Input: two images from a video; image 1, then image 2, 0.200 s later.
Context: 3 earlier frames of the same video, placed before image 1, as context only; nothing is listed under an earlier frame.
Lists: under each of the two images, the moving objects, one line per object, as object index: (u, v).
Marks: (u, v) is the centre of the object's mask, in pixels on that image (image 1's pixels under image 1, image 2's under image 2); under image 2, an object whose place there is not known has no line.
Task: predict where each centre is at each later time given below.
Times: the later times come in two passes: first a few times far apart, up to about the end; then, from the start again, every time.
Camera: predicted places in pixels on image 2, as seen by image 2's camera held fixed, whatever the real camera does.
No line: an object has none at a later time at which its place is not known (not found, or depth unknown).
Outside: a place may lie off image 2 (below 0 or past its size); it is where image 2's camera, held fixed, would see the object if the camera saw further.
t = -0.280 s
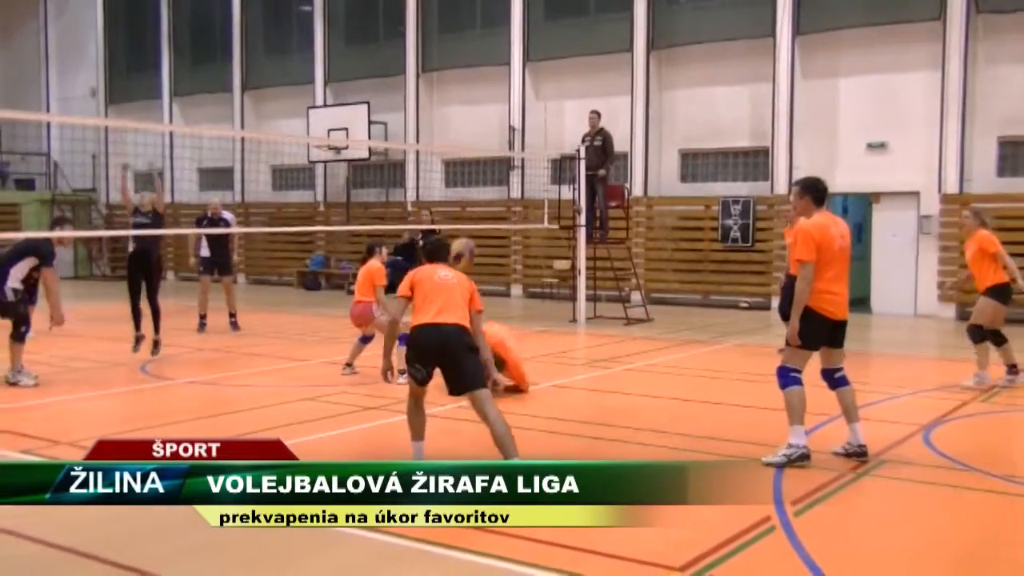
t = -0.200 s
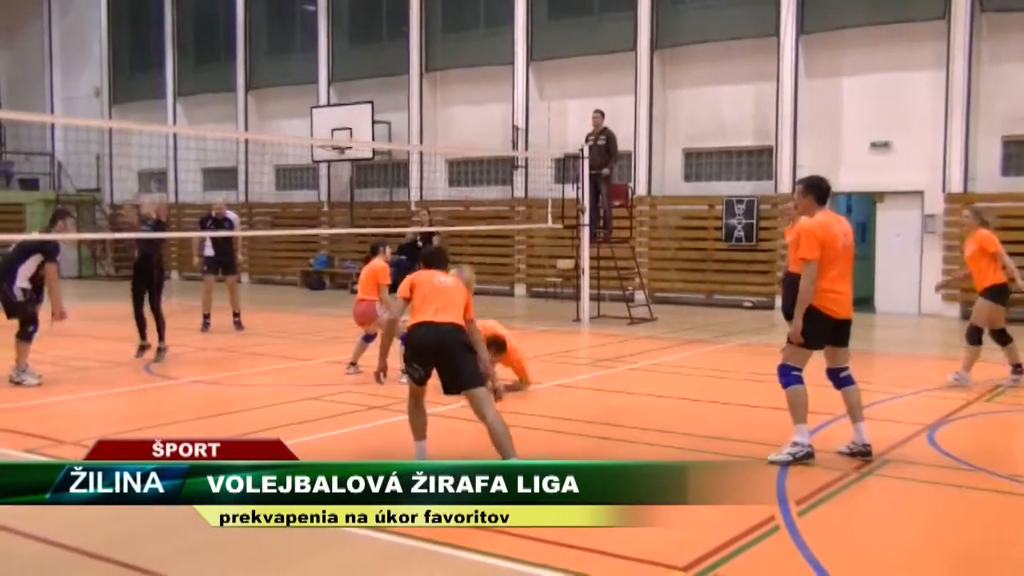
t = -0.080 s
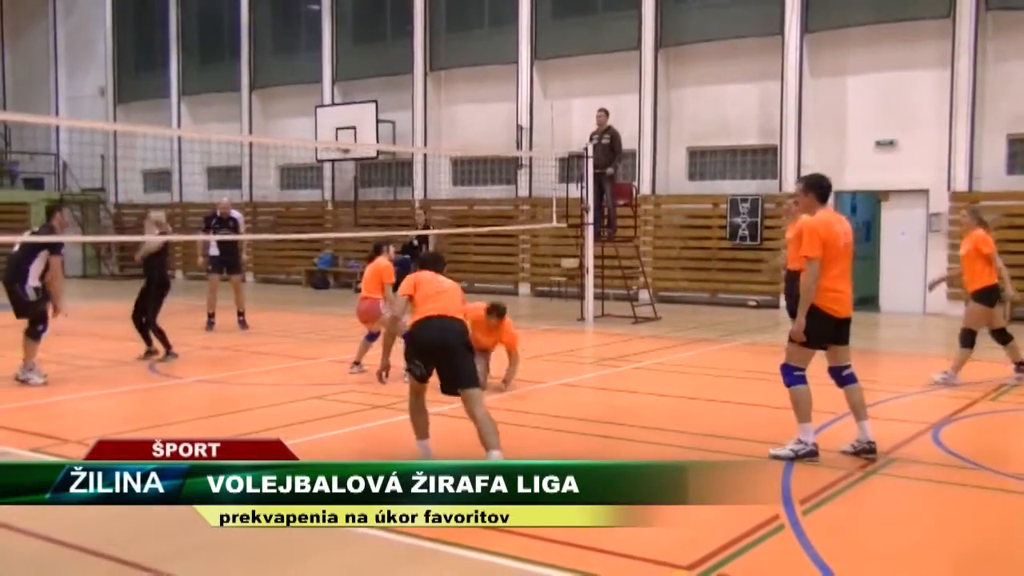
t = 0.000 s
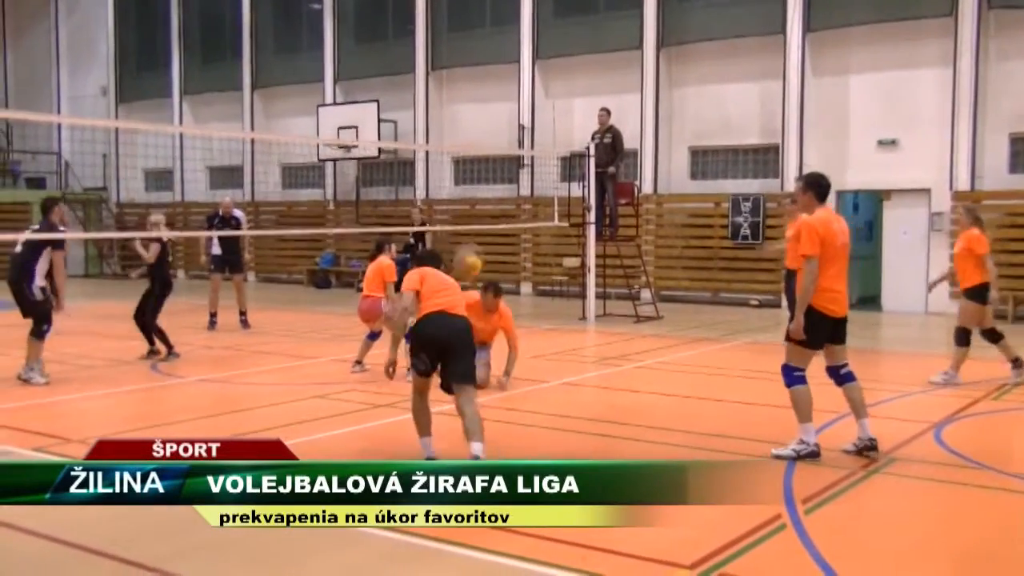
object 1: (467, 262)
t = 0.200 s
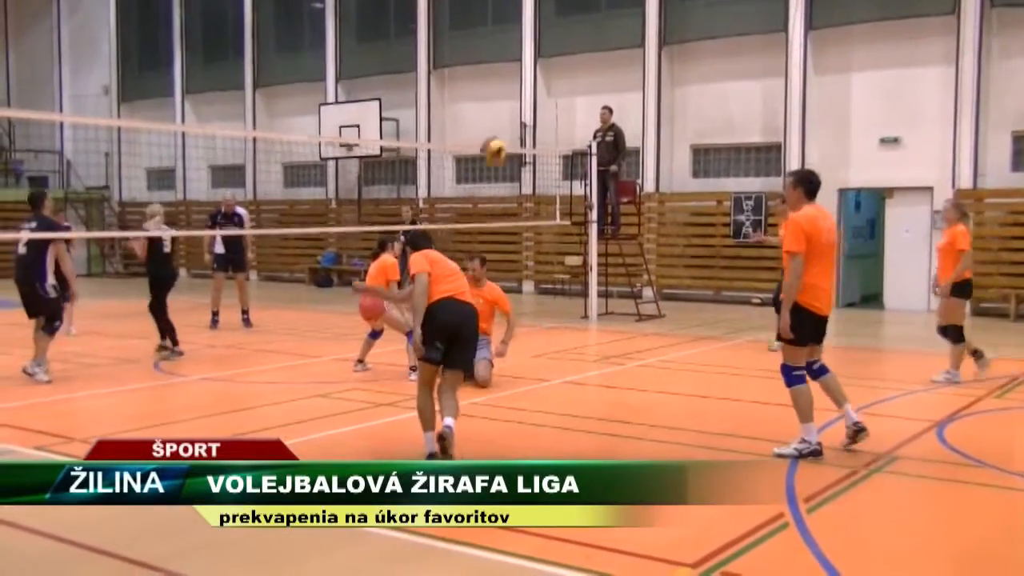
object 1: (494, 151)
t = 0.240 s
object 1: (497, 137)
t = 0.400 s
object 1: (515, 104)
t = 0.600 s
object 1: (536, 109)
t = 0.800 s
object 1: (553, 158)
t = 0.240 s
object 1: (497, 137)
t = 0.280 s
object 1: (502, 125)
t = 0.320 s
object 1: (506, 116)
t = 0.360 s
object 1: (511, 110)
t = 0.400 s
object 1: (515, 104)
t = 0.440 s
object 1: (519, 101)
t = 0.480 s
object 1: (523, 100)
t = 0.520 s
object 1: (527, 101)
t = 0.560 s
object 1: (532, 104)
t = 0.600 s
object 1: (536, 109)
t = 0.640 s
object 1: (539, 115)
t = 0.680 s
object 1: (543, 125)
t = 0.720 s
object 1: (546, 133)
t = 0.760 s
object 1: (550, 146)
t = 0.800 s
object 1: (553, 158)
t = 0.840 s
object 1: (557, 174)
